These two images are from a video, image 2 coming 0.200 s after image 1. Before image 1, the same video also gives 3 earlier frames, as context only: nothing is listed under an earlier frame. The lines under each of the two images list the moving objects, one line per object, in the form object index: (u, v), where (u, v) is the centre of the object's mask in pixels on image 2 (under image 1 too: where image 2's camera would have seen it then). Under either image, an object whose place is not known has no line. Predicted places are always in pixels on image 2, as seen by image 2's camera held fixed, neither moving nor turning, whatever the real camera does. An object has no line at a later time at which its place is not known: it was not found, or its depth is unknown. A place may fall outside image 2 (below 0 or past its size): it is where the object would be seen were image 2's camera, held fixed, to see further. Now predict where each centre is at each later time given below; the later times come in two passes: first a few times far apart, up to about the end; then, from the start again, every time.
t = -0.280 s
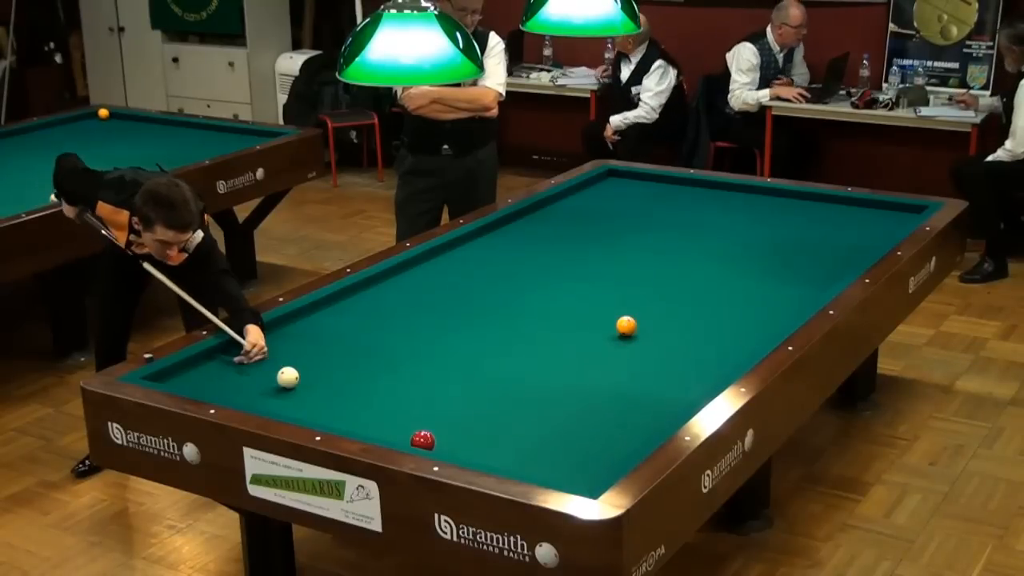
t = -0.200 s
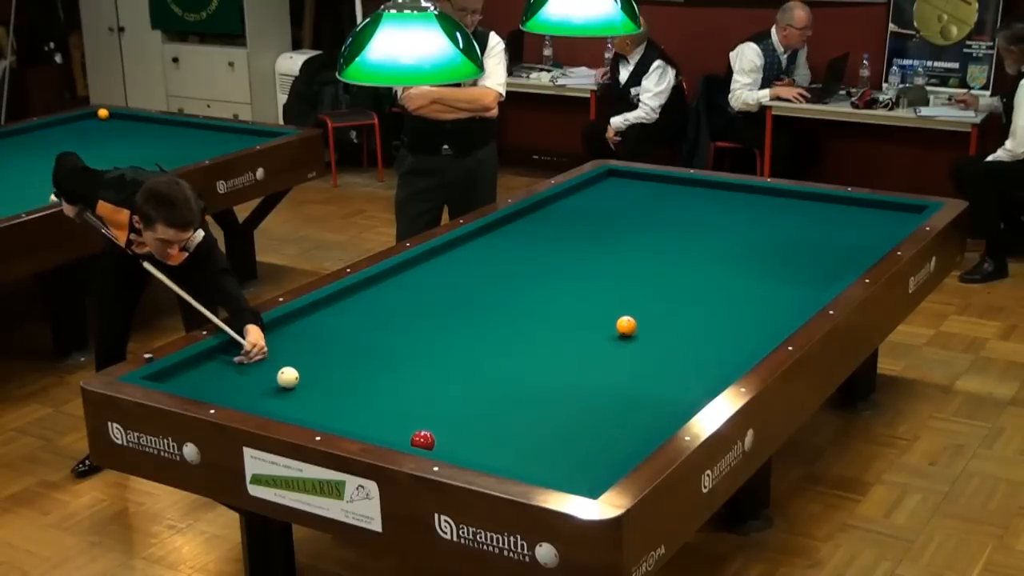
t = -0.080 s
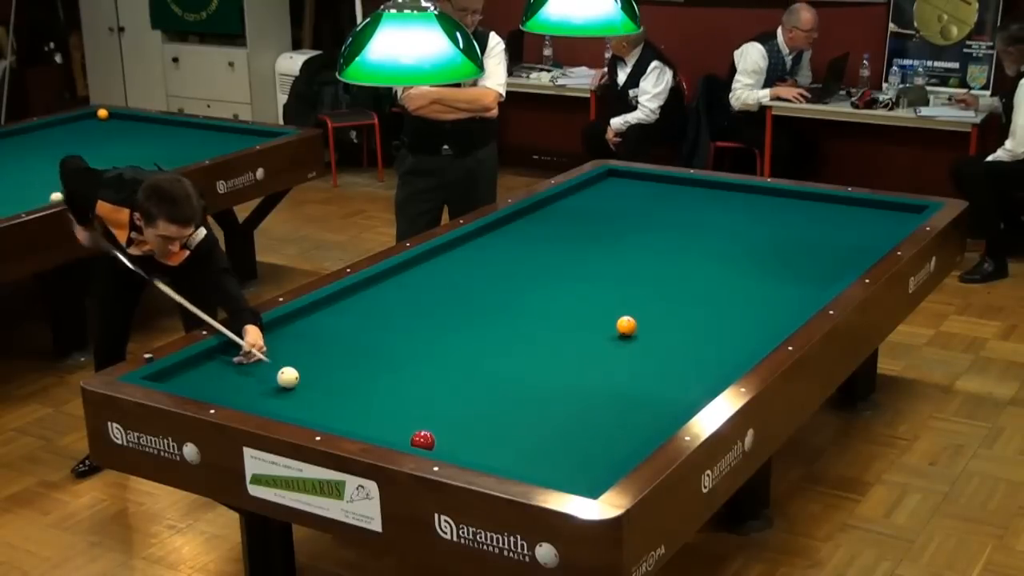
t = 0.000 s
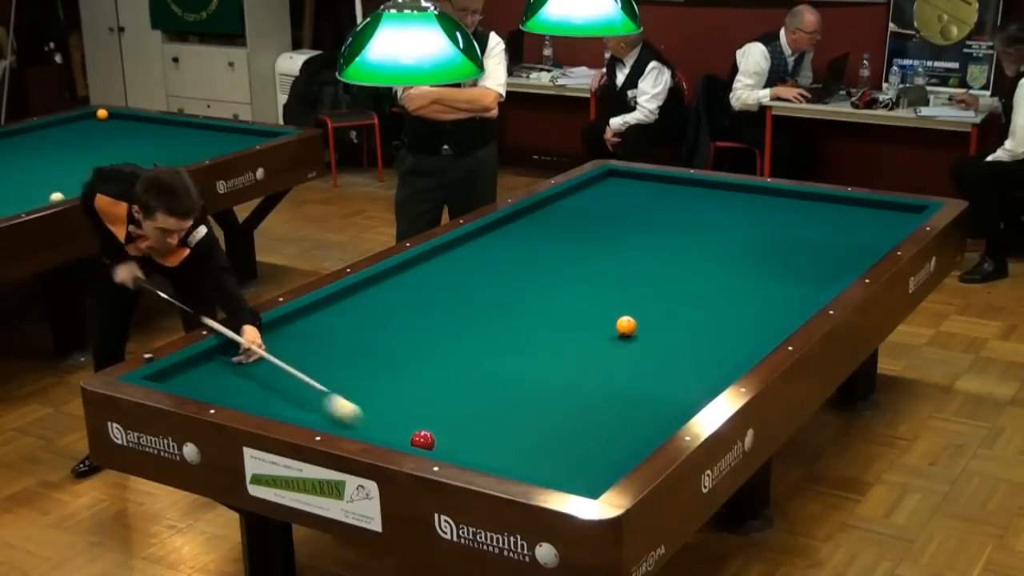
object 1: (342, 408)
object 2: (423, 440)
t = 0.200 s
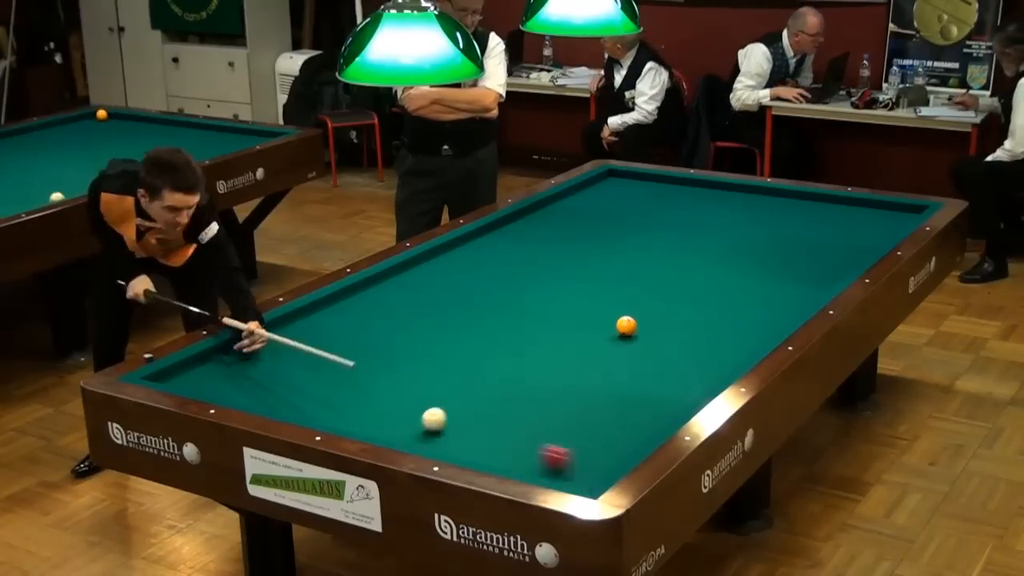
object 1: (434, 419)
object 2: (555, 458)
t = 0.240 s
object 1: (443, 415)
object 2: (513, 447)
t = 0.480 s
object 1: (501, 398)
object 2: (308, 389)
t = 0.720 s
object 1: (557, 384)
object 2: (227, 366)
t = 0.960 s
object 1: (609, 370)
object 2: (332, 392)
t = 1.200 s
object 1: (659, 358)
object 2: (423, 415)
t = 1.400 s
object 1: (698, 347)
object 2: (503, 434)
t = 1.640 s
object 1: (743, 336)
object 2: (604, 458)
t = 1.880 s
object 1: (774, 322)
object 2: (546, 446)
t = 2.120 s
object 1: (785, 306)
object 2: (493, 435)
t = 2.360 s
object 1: (795, 290)
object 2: (442, 424)
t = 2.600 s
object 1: (804, 276)
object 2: (394, 414)
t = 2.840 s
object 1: (812, 262)
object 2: (349, 404)
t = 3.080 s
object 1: (820, 250)
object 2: (307, 395)
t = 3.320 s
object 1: (827, 238)
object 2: (267, 386)
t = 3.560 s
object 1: (834, 228)
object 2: (229, 378)
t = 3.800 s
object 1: (841, 218)
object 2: (193, 370)
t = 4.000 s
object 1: (846, 210)
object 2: (190, 370)
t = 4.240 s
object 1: (851, 201)
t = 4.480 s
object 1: (833, 202)
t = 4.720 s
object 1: (814, 203)
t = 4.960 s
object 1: (795, 205)
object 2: (260, 387)
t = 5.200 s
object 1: (777, 206)
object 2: (276, 391)
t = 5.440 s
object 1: (760, 207)
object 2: (292, 395)
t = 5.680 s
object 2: (307, 399)
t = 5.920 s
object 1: (726, 209)
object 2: (322, 402)
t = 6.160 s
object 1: (710, 210)
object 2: (336, 406)
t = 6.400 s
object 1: (694, 211)
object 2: (350, 409)
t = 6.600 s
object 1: (682, 212)
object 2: (361, 412)
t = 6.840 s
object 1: (667, 213)
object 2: (373, 415)
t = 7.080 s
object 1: (654, 214)
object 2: (385, 418)
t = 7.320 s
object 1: (641, 215)
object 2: (396, 421)
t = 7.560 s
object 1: (628, 216)
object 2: (406, 424)
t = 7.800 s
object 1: (616, 217)
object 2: (415, 427)
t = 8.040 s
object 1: (605, 218)
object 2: (424, 429)
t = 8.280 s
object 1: (595, 218)
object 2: (432, 431)
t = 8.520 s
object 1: (585, 219)
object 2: (439, 433)
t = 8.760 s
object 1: (575, 220)
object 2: (446, 435)
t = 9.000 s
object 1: (566, 220)
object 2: (452, 437)
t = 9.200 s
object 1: (559, 221)
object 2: (457, 438)
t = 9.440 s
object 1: (552, 221)
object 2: (461, 439)
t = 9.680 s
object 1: (545, 222)
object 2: (466, 440)
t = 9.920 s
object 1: (538, 223)
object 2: (469, 441)
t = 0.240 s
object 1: (443, 415)
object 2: (513, 447)
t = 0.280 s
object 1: (452, 412)
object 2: (473, 435)
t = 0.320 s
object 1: (462, 409)
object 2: (435, 424)
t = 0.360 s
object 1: (472, 406)
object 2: (401, 415)
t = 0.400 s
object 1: (482, 403)
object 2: (368, 405)
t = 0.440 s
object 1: (491, 401)
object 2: (337, 397)
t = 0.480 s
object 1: (501, 398)
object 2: (308, 389)
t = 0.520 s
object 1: (511, 396)
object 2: (280, 381)
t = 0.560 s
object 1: (520, 393)
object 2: (254, 374)
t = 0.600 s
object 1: (529, 391)
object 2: (229, 367)
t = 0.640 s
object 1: (539, 388)
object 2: (206, 360)
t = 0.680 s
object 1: (548, 386)
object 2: (208, 361)
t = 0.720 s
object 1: (557, 384)
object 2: (227, 366)
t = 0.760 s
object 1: (566, 381)
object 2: (246, 371)
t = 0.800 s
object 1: (575, 379)
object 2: (264, 375)
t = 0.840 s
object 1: (584, 377)
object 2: (282, 379)
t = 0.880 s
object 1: (592, 375)
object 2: (299, 384)
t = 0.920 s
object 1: (601, 373)
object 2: (316, 388)
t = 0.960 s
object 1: (609, 370)
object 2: (332, 392)
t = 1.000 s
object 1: (618, 368)
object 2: (348, 396)
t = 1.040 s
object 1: (626, 366)
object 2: (362, 399)
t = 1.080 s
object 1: (635, 364)
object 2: (377, 403)
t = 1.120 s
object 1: (643, 362)
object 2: (392, 407)
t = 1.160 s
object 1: (651, 359)
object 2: (407, 411)
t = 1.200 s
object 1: (659, 358)
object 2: (423, 415)
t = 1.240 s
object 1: (667, 355)
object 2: (438, 418)
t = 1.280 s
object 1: (675, 353)
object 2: (454, 422)
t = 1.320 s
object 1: (683, 351)
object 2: (470, 426)
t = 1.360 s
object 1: (691, 350)
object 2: (486, 430)
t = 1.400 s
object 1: (698, 347)
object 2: (503, 434)
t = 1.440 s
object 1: (706, 345)
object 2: (519, 438)
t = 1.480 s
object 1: (714, 344)
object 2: (536, 442)
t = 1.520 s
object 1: (721, 342)
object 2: (553, 447)
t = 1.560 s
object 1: (728, 340)
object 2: (570, 451)
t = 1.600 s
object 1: (736, 338)
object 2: (588, 455)
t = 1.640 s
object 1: (743, 336)
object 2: (604, 458)
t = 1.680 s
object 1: (750, 334)
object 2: (606, 459)
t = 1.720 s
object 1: (757, 332)
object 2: (592, 456)
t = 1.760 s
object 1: (764, 330)
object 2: (579, 453)
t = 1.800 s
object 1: (770, 328)
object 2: (567, 450)
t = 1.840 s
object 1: (773, 325)
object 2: (556, 448)
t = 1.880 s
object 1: (774, 322)
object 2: (546, 446)
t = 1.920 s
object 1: (776, 320)
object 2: (537, 445)
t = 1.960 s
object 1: (778, 317)
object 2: (528, 442)
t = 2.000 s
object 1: (780, 314)
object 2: (519, 440)
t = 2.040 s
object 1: (782, 311)
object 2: (510, 438)
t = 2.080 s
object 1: (783, 309)
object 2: (501, 437)
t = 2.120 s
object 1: (785, 306)
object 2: (493, 435)
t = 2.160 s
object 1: (787, 303)
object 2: (484, 433)
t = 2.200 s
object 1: (788, 300)
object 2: (475, 431)
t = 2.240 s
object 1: (790, 298)
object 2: (467, 429)
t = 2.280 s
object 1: (792, 295)
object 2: (459, 428)
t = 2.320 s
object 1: (794, 293)
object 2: (450, 426)
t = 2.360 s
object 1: (795, 290)
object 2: (442, 424)
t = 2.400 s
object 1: (796, 287)
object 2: (434, 423)
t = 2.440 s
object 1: (798, 285)
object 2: (426, 421)
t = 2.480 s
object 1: (799, 283)
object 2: (418, 419)
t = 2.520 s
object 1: (801, 280)
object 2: (410, 417)
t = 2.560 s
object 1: (803, 278)
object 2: (402, 416)
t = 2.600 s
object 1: (804, 276)
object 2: (394, 414)
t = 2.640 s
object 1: (805, 273)
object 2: (386, 412)
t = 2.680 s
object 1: (807, 271)
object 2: (379, 411)
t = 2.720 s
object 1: (808, 269)
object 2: (372, 409)
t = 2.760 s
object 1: (809, 267)
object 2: (364, 407)
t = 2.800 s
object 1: (811, 264)
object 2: (357, 406)
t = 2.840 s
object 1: (812, 262)
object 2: (349, 404)
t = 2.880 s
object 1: (813, 260)
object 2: (342, 403)
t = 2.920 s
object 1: (815, 258)
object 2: (335, 401)
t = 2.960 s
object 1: (816, 256)
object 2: (328, 399)
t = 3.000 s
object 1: (817, 254)
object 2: (321, 398)
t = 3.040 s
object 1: (819, 252)
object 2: (314, 396)
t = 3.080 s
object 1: (820, 250)
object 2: (307, 395)
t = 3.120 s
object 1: (821, 248)
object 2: (300, 393)
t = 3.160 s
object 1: (822, 246)
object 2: (293, 392)
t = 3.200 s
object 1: (824, 244)
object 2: (287, 391)
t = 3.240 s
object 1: (825, 242)
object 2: (280, 389)
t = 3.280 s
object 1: (826, 240)
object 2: (273, 388)
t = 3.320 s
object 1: (827, 238)
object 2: (267, 386)
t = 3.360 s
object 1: (829, 237)
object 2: (260, 385)
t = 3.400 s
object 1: (830, 235)
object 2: (254, 384)
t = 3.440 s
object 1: (831, 233)
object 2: (248, 382)
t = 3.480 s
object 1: (832, 231)
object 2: (242, 381)
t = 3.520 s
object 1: (833, 229)
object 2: (236, 380)
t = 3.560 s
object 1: (834, 228)
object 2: (229, 378)
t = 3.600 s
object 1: (835, 226)
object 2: (223, 377)
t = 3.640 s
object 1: (836, 224)
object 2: (217, 376)
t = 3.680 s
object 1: (837, 223)
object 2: (212, 375)
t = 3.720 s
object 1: (838, 221)
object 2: (206, 373)
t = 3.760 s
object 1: (840, 220)
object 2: (200, 372)
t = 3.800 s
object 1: (841, 218)
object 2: (193, 370)
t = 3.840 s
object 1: (841, 216)
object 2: (188, 369)
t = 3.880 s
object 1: (843, 215)
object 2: (182, 368)
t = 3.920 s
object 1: (844, 213)
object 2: (183, 368)
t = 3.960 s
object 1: (844, 211)
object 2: (187, 369)
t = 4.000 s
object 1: (846, 210)
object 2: (190, 370)
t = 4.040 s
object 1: (846, 209)
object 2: (193, 371)
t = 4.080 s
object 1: (847, 207)
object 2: (197, 371)
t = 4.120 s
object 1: (848, 206)
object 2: (205, 370)
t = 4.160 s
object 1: (849, 204)
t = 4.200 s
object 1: (850, 203)
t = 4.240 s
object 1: (851, 201)
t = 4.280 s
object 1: (852, 200)
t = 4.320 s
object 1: (848, 200)
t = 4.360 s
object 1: (844, 201)
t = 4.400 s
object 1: (840, 201)
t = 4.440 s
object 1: (837, 202)
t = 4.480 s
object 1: (833, 202)
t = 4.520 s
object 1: (830, 202)
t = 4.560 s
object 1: (827, 203)
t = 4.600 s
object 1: (824, 203)
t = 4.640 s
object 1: (820, 203)
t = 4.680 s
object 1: (817, 203)
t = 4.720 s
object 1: (814, 203)
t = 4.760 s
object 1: (811, 203)
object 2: (247, 385)
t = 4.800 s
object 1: (808, 204)
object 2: (249, 384)
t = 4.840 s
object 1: (805, 204)
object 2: (251, 385)
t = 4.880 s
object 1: (802, 204)
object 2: (254, 386)
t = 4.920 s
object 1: (798, 204)
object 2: (257, 386)
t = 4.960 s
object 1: (795, 205)
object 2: (260, 387)
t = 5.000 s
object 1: (792, 205)
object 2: (263, 388)
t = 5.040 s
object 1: (789, 205)
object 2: (265, 388)
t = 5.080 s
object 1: (786, 205)
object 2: (268, 389)
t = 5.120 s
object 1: (783, 205)
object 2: (271, 390)
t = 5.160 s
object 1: (780, 206)
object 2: (273, 390)
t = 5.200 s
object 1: (777, 206)
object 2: (276, 391)
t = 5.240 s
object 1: (774, 206)
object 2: (279, 392)
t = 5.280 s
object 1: (771, 206)
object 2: (281, 392)
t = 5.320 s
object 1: (768, 207)
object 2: (284, 393)
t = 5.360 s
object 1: (765, 207)
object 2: (287, 394)
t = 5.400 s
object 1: (762, 207)
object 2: (289, 394)
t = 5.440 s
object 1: (760, 207)
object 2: (292, 395)
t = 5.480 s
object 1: (754, 207)
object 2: (294, 396)
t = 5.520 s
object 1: (754, 208)
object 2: (297, 396)
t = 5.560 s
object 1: (751, 208)
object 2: (300, 397)
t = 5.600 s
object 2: (302, 397)
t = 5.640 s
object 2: (305, 398)
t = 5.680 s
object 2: (307, 399)
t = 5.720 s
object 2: (310, 399)
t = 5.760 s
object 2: (312, 400)
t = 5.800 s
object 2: (315, 400)
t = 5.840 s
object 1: (728, 206)
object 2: (317, 401)
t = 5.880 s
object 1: (728, 209)
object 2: (320, 402)
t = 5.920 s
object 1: (726, 209)
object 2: (322, 402)
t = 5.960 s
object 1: (723, 210)
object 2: (324, 403)
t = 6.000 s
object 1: (720, 210)
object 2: (327, 404)
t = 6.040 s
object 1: (718, 210)
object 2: (329, 404)
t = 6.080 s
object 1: (715, 210)
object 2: (331, 405)
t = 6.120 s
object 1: (712, 210)
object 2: (334, 405)
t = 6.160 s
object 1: (710, 210)
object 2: (336, 406)
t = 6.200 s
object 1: (707, 211)
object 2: (338, 407)
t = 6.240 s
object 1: (704, 211)
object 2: (341, 407)
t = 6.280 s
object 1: (702, 211)
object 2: (343, 408)
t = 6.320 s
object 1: (699, 211)
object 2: (345, 408)
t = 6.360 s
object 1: (697, 211)
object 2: (348, 409)
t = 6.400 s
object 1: (694, 211)
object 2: (350, 409)
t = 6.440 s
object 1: (692, 212)
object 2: (352, 410)
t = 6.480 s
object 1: (689, 212)
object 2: (354, 410)
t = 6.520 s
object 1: (687, 212)
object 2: (356, 411)
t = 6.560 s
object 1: (684, 212)
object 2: (359, 411)
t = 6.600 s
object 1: (682, 212)
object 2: (361, 412)
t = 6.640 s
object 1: (680, 212)
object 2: (363, 412)
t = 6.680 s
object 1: (677, 213)
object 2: (365, 413)
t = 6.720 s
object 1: (675, 213)
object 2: (367, 414)
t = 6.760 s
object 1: (672, 213)
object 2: (369, 414)
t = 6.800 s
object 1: (670, 213)
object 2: (371, 415)
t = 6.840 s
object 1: (667, 213)
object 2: (373, 415)
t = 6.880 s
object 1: (665, 214)
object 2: (375, 416)
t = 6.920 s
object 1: (663, 214)
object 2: (377, 416)
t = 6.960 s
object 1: (661, 214)
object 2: (379, 417)
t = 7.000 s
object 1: (658, 214)
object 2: (381, 417)
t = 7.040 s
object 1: (656, 214)
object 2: (383, 418)
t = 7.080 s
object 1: (654, 214)
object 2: (385, 418)
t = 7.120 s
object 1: (652, 215)
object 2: (387, 419)
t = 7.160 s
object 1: (649, 215)
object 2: (388, 419)
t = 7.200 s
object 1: (647, 215)
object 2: (390, 420)
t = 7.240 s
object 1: (645, 215)
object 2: (392, 420)
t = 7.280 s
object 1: (643, 215)
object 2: (394, 421)
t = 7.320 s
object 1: (641, 215)
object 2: (396, 421)
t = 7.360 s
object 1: (639, 215)
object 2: (397, 422)
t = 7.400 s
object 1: (637, 216)
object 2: (399, 422)
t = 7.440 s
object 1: (634, 216)
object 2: (401, 423)
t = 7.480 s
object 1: (632, 216)
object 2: (402, 423)
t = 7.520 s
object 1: (630, 216)
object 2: (404, 424)
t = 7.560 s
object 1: (628, 216)
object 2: (406, 424)
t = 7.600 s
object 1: (626, 216)
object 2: (407, 425)
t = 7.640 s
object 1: (624, 216)
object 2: (409, 425)
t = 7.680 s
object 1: (622, 216)
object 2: (411, 425)
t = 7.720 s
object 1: (620, 217)
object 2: (412, 426)
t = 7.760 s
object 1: (618, 217)
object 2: (414, 426)
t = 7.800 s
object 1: (616, 217)
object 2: (415, 427)
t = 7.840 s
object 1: (615, 217)
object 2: (417, 427)
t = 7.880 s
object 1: (613, 217)
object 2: (418, 427)
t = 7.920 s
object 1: (611, 217)
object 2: (420, 428)
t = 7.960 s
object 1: (609, 217)
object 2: (421, 428)
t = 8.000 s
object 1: (607, 217)
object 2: (423, 429)
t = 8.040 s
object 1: (605, 218)
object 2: (424, 429)
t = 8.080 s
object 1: (603, 218)
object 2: (425, 429)
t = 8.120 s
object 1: (602, 218)
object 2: (427, 430)
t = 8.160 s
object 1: (600, 218)
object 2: (428, 430)
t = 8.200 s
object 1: (598, 218)
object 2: (429, 431)
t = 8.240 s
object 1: (596, 218)
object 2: (431, 431)
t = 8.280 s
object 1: (595, 218)
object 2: (432, 431)
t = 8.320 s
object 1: (593, 218)
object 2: (433, 432)
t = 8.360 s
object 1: (591, 219)
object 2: (435, 432)
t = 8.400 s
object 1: (590, 219)
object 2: (436, 432)
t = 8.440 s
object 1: (588, 219)
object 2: (437, 433)
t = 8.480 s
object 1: (586, 219)
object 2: (438, 433)
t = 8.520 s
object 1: (585, 219)
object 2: (439, 433)
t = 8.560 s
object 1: (583, 219)
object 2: (441, 434)
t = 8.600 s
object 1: (581, 219)
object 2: (442, 434)
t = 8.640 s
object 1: (580, 219)
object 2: (443, 435)
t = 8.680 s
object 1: (578, 220)
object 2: (444, 435)
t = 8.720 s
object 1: (577, 220)
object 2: (445, 435)
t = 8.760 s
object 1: (575, 220)
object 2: (446, 435)
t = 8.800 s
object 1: (573, 220)
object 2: (447, 436)
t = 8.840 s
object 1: (572, 220)
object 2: (448, 436)
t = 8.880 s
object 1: (571, 220)
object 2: (449, 436)
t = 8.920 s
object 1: (569, 220)
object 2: (450, 436)
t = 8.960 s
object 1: (568, 220)
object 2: (451, 436)
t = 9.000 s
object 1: (566, 220)
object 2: (452, 437)
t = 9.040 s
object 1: (565, 221)
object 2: (453, 437)
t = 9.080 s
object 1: (563, 221)
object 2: (454, 437)
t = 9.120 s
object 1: (562, 221)
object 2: (455, 438)
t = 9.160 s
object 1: (561, 221)
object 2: (456, 438)
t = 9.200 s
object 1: (559, 221)
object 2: (457, 438)
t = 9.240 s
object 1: (558, 221)
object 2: (457, 438)
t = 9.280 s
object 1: (557, 221)
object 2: (458, 438)
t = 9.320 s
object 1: (555, 221)
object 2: (459, 438)
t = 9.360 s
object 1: (554, 221)
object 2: (460, 439)
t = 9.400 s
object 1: (553, 221)
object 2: (461, 439)
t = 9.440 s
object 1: (552, 221)
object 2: (461, 439)
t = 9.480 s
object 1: (550, 222)
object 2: (462, 439)
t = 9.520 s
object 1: (549, 222)
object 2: (463, 439)
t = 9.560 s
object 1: (548, 222)
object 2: (464, 439)
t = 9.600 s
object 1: (547, 222)
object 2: (465, 439)
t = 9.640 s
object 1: (546, 222)
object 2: (465, 440)
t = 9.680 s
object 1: (545, 222)
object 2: (466, 440)
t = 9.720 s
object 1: (543, 222)
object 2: (467, 440)
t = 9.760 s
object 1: (542, 222)
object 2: (467, 440)
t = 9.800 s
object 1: (541, 222)
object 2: (468, 440)
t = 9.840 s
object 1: (540, 222)
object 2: (468, 441)
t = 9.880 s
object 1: (539, 223)
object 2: (469, 441)
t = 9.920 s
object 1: (538, 223)
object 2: (469, 441)
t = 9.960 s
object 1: (537, 223)
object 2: (470, 441)
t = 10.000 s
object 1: (536, 223)
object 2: (470, 441)
